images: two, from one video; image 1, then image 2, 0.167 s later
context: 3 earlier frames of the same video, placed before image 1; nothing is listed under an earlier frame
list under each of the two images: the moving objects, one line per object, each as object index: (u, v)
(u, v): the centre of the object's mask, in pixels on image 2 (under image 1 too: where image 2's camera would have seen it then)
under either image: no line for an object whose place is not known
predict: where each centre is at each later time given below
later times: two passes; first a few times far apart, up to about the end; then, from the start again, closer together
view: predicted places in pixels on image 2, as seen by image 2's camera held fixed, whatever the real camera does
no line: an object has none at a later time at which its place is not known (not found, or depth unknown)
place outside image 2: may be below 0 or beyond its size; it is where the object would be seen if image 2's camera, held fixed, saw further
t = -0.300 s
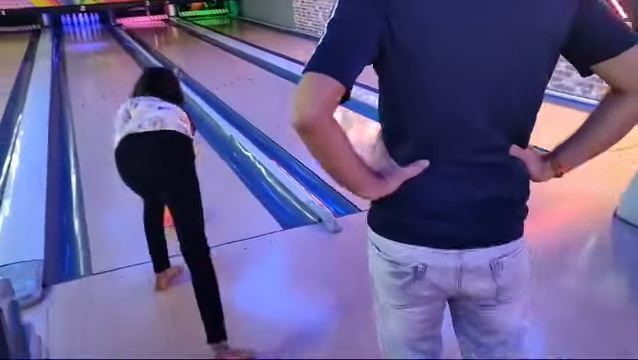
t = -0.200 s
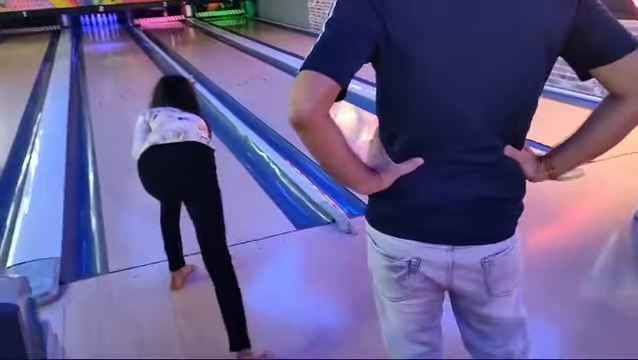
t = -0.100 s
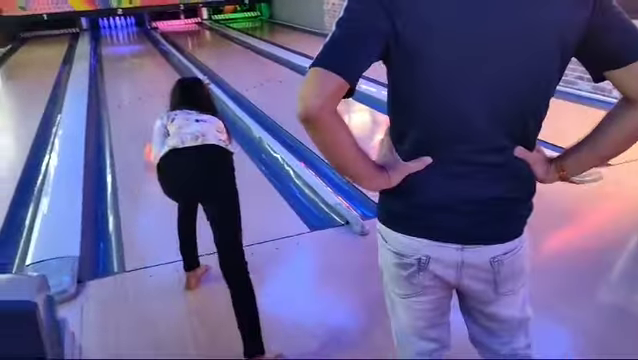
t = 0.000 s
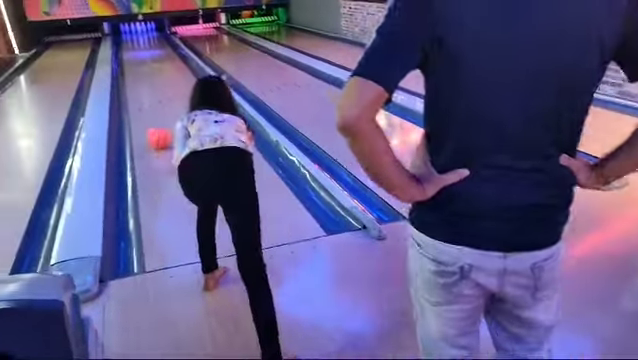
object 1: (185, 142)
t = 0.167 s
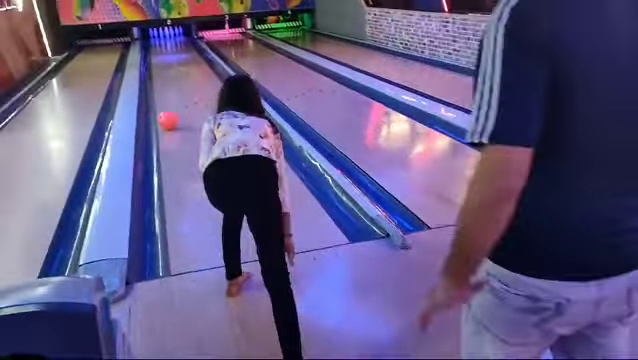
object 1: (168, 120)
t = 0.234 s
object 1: (162, 113)
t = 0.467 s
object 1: (146, 97)
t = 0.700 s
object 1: (147, 84)
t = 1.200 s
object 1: (149, 67)
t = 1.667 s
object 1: (153, 55)
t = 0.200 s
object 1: (165, 116)
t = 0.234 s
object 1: (162, 113)
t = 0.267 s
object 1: (161, 110)
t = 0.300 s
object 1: (157, 107)
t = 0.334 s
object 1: (155, 104)
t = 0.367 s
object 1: (154, 102)
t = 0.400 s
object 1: (152, 100)
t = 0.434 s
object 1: (147, 99)
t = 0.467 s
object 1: (146, 97)
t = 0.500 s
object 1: (146, 94)
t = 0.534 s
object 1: (146, 94)
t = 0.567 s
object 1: (147, 91)
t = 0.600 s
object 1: (147, 89)
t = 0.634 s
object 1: (147, 88)
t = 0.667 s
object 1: (147, 86)
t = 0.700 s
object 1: (147, 84)
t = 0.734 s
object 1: (148, 83)
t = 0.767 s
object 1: (148, 82)
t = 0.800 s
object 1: (148, 80)
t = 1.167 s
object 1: (150, 68)
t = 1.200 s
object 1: (149, 67)
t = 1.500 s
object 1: (152, 58)
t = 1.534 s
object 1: (152, 58)
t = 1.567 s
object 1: (152, 57)
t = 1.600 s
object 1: (152, 56)
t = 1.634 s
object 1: (152, 56)
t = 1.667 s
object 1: (153, 55)
